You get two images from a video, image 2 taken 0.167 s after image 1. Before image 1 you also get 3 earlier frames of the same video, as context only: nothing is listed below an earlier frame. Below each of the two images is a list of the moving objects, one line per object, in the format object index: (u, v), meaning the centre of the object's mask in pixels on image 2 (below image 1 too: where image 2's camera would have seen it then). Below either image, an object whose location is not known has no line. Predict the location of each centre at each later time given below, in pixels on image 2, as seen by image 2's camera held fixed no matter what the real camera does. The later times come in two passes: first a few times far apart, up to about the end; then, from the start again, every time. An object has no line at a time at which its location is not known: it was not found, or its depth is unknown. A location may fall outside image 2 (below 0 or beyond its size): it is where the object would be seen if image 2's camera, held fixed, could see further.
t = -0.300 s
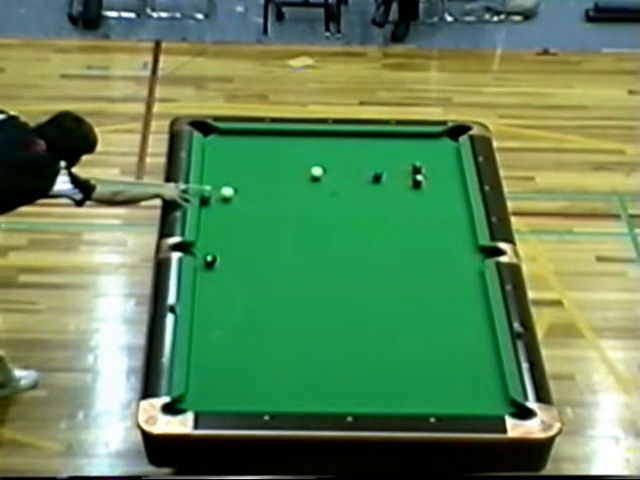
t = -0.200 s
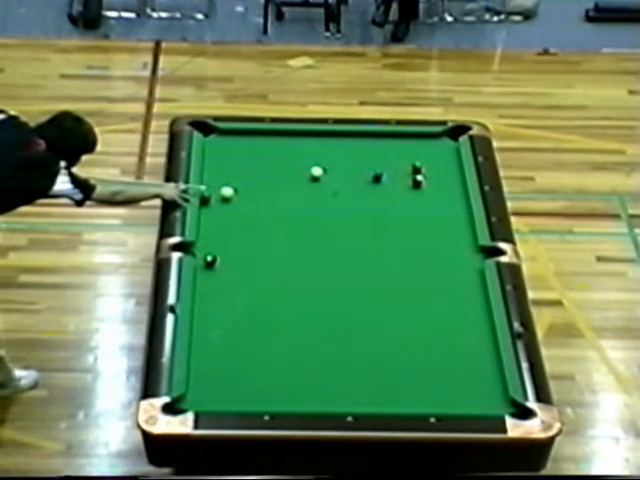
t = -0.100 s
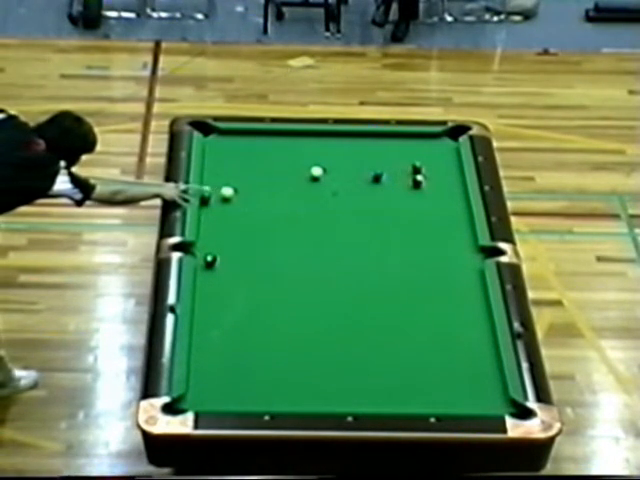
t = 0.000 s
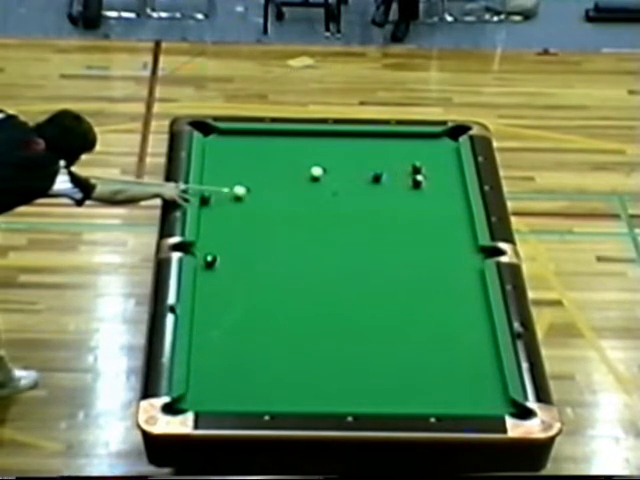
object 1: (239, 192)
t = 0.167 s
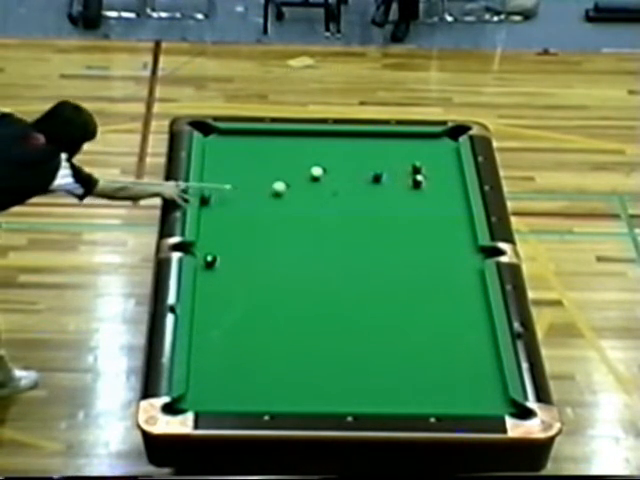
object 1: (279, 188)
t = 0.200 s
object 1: (287, 187)
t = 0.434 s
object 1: (341, 182)
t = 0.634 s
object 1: (380, 181)
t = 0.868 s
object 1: (415, 187)
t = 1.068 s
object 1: (445, 191)
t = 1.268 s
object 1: (457, 194)
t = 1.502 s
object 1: (438, 196)
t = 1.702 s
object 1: (423, 198)
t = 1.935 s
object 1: (406, 199)
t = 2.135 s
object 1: (391, 201)
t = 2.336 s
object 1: (378, 202)
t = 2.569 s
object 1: (363, 203)
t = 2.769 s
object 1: (351, 205)
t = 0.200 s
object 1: (287, 187)
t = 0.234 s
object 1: (294, 186)
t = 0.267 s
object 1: (302, 186)
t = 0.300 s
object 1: (310, 185)
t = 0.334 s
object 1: (318, 184)
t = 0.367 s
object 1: (326, 183)
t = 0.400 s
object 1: (333, 183)
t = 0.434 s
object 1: (341, 182)
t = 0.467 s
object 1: (349, 181)
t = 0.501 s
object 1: (356, 180)
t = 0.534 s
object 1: (364, 179)
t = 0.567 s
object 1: (371, 179)
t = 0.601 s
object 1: (375, 180)
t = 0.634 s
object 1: (380, 181)
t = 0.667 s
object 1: (385, 182)
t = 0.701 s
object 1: (390, 182)
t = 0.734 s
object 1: (394, 183)
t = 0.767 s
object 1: (400, 184)
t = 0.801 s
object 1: (405, 185)
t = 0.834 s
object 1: (410, 186)
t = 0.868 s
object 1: (415, 187)
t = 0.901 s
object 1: (420, 187)
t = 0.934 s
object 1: (425, 188)
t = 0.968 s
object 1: (429, 189)
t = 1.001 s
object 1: (435, 190)
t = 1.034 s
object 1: (439, 190)
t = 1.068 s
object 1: (445, 191)
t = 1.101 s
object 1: (449, 191)
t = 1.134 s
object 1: (454, 192)
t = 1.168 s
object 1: (459, 193)
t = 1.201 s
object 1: (463, 193)
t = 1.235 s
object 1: (460, 194)
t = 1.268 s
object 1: (457, 194)
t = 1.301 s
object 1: (454, 194)
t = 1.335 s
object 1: (451, 195)
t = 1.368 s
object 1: (449, 195)
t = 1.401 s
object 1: (446, 195)
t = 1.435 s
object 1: (444, 196)
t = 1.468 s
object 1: (441, 196)
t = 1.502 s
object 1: (438, 196)
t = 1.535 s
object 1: (436, 196)
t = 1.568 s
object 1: (433, 197)
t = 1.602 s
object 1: (431, 197)
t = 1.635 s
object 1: (428, 197)
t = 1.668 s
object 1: (426, 197)
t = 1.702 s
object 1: (423, 198)
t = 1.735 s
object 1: (421, 198)
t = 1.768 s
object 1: (418, 198)
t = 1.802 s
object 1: (416, 198)
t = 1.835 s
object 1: (413, 199)
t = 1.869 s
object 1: (411, 199)
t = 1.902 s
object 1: (408, 199)
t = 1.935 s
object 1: (406, 199)
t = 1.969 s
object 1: (403, 199)
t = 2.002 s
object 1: (401, 200)
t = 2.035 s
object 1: (399, 200)
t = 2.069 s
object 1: (396, 200)
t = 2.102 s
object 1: (394, 200)
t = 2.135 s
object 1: (391, 201)
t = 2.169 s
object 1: (389, 201)
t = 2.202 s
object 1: (387, 201)
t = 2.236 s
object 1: (385, 201)
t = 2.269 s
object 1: (382, 201)
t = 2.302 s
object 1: (380, 202)
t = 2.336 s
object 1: (378, 202)
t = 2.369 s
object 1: (376, 202)
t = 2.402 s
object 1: (374, 202)
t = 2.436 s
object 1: (371, 202)
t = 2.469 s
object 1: (369, 203)
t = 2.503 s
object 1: (367, 203)
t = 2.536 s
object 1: (365, 203)
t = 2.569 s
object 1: (363, 203)
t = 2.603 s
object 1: (361, 204)
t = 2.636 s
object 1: (359, 204)
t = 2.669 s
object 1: (357, 204)
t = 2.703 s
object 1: (354, 204)
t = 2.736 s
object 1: (352, 204)
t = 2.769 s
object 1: (351, 205)
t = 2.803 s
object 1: (349, 205)
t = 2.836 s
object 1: (347, 205)
